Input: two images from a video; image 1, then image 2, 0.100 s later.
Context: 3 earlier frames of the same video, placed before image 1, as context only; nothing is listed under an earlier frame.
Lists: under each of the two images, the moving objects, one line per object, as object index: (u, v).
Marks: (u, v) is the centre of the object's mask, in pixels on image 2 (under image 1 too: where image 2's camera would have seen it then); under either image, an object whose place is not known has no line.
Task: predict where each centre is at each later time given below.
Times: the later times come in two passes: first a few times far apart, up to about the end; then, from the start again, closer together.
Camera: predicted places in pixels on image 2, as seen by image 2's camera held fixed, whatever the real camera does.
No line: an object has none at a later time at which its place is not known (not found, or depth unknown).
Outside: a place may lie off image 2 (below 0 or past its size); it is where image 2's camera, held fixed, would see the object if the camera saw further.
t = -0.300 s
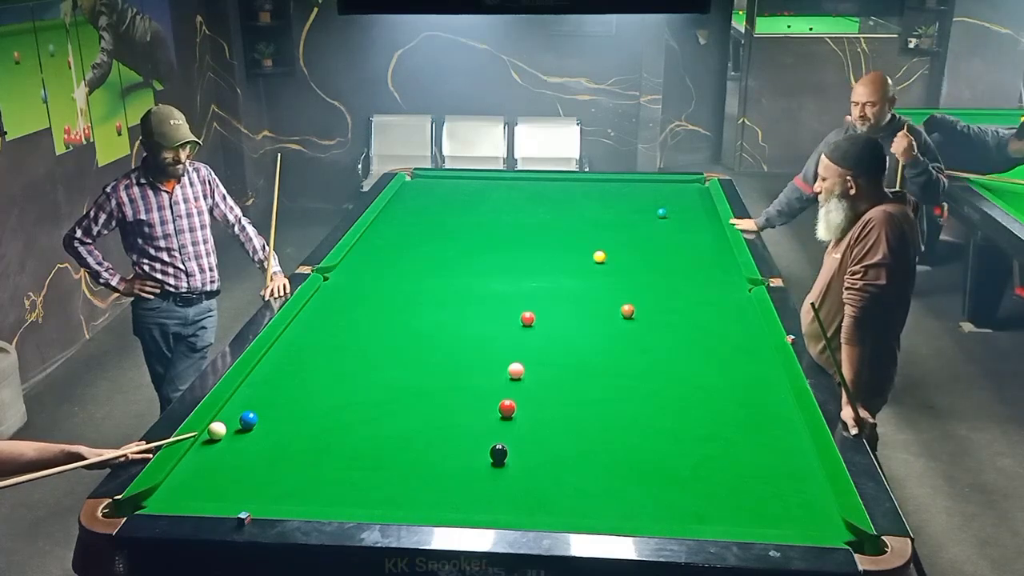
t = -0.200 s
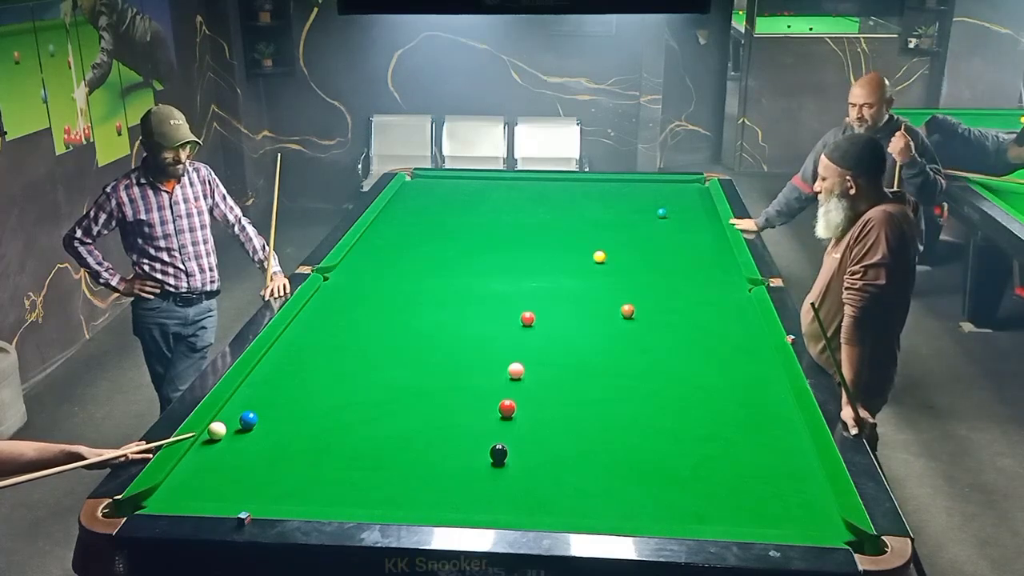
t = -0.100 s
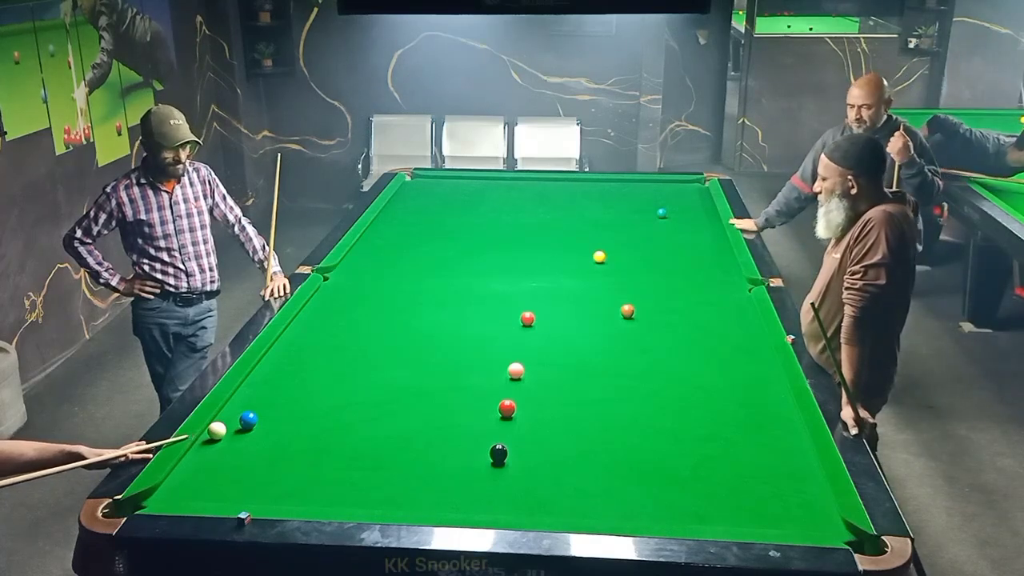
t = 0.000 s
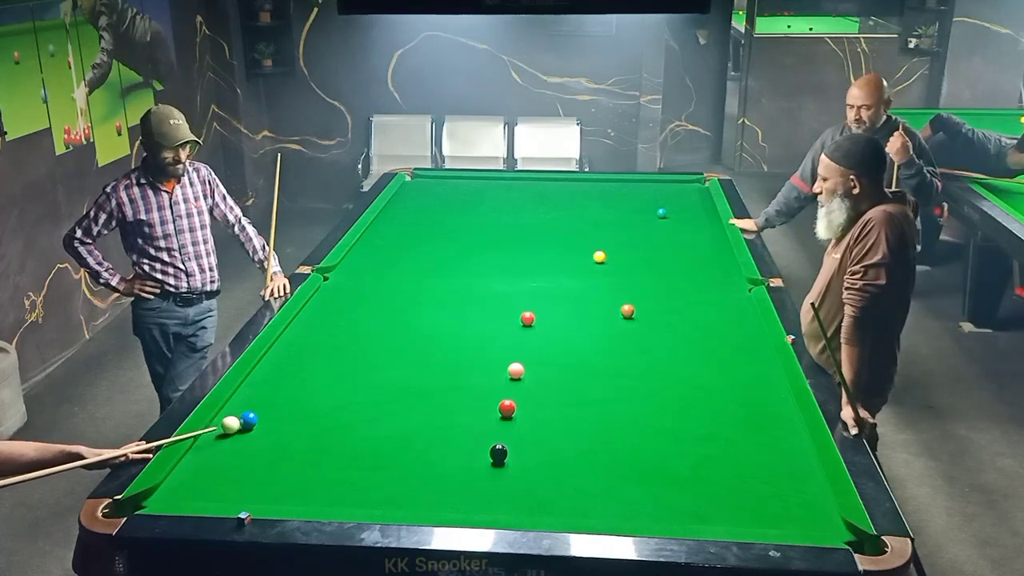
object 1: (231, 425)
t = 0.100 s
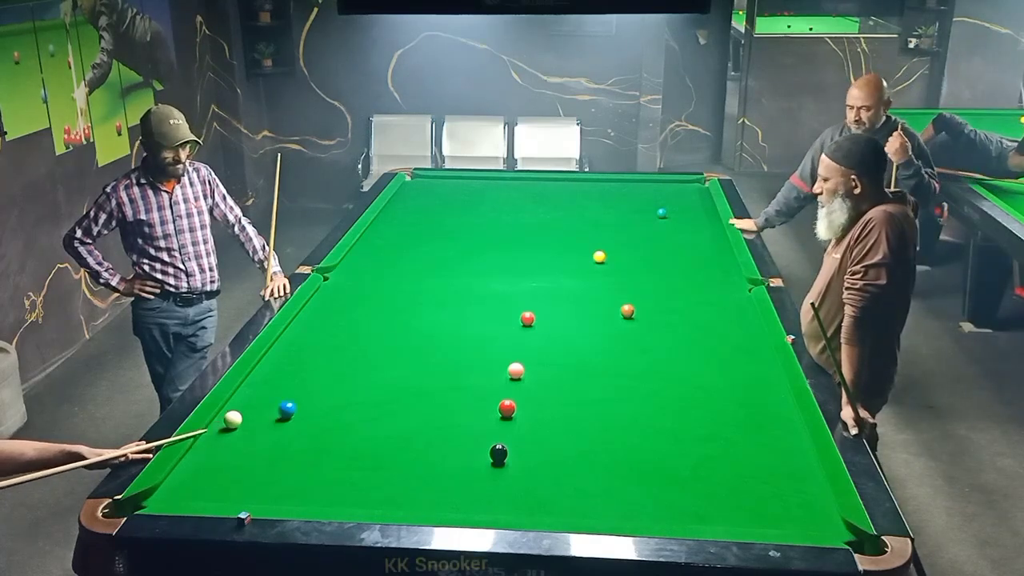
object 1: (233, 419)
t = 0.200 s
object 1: (238, 413)
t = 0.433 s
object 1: (250, 401)
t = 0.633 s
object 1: (259, 391)
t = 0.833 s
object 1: (267, 382)
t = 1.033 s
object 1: (273, 375)
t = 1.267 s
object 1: (280, 366)
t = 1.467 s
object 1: (285, 360)
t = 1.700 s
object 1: (290, 355)
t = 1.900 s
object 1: (294, 350)
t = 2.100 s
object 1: (297, 346)
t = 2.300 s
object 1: (300, 342)
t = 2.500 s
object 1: (302, 339)
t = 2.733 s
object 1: (304, 336)
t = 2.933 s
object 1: (305, 334)
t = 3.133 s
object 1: (306, 333)
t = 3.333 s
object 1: (307, 332)
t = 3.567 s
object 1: (308, 332)
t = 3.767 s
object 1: (308, 332)
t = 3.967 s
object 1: (308, 332)
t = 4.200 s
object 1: (308, 332)
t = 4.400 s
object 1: (308, 332)
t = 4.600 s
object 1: (308, 332)
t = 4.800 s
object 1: (308, 332)
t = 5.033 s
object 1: (308, 332)
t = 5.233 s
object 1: (308, 332)
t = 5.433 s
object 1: (308, 332)
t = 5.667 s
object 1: (308, 332)
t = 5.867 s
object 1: (308, 332)
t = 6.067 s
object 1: (308, 332)
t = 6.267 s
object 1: (308, 332)
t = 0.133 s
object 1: (235, 417)
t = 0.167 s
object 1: (237, 415)
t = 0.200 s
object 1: (238, 413)
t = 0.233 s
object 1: (240, 411)
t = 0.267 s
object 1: (242, 409)
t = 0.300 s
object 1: (243, 408)
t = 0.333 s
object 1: (245, 406)
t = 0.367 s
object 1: (247, 404)
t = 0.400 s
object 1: (248, 402)
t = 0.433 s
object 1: (250, 401)
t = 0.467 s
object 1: (251, 399)
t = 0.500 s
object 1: (253, 397)
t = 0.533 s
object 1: (254, 396)
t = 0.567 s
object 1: (256, 394)
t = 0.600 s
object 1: (257, 392)
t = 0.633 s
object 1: (259, 391)
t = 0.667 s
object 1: (260, 389)
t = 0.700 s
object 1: (261, 388)
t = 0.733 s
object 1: (263, 387)
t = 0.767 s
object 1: (264, 385)
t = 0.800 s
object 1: (265, 384)
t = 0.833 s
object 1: (267, 382)
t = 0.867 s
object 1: (268, 381)
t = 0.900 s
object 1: (269, 380)
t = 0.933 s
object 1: (270, 378)
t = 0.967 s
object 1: (271, 377)
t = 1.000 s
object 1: (272, 376)
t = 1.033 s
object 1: (273, 375)
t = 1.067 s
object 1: (274, 373)
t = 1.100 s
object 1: (275, 372)
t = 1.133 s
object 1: (276, 371)
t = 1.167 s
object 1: (277, 370)
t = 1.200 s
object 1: (278, 369)
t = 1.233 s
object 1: (279, 367)
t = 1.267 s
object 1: (280, 366)
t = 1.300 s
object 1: (281, 365)
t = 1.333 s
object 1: (282, 364)
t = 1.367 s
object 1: (283, 363)
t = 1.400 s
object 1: (284, 362)
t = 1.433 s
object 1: (284, 361)
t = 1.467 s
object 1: (285, 360)
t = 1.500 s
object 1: (286, 359)
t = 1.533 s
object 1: (287, 358)
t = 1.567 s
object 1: (288, 357)
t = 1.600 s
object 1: (288, 356)
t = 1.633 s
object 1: (289, 356)
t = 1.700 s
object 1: (290, 355)
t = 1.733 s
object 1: (291, 354)
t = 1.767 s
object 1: (291, 353)
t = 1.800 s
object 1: (292, 352)
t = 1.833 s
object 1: (293, 351)
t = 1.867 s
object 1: (293, 351)
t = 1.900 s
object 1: (294, 350)
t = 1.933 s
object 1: (294, 349)
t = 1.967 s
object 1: (295, 348)
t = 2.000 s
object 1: (295, 348)
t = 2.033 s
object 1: (296, 347)
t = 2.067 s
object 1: (297, 346)
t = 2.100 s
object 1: (297, 346)
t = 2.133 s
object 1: (298, 345)
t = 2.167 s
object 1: (298, 344)
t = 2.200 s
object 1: (299, 344)
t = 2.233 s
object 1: (299, 343)
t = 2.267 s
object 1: (299, 343)
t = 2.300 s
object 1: (300, 342)
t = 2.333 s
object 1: (300, 342)
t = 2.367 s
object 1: (301, 341)
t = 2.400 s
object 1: (301, 341)
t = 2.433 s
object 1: (301, 340)
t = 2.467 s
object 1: (302, 340)
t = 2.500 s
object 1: (302, 339)
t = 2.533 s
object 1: (302, 339)
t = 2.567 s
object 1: (303, 338)
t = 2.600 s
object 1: (303, 338)
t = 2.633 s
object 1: (303, 337)
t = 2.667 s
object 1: (303, 337)
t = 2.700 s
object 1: (304, 337)
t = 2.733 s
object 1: (304, 336)
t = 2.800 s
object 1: (305, 336)
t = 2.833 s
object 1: (305, 335)
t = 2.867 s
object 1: (305, 335)
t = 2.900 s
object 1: (305, 335)
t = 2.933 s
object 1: (305, 334)
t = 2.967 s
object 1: (305, 334)
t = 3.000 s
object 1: (305, 334)
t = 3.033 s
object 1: (306, 334)
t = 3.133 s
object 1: (306, 333)
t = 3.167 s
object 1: (306, 333)
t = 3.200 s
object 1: (306, 333)
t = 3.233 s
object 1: (307, 332)
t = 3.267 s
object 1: (307, 332)
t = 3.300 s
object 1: (307, 332)
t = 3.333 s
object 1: (307, 332)
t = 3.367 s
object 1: (307, 332)
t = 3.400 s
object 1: (307, 332)
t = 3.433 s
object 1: (307, 332)
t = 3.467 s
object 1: (308, 332)
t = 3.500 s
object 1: (308, 332)
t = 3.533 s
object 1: (308, 332)
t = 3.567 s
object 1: (308, 332)
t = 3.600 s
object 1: (308, 331)
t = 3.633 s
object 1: (308, 332)
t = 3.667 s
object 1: (308, 331)
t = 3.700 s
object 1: (308, 332)
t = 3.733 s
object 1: (308, 332)
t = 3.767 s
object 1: (308, 332)
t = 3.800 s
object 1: (308, 332)
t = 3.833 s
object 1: (308, 332)
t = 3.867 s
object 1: (308, 332)
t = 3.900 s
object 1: (308, 332)
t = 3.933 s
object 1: (308, 332)
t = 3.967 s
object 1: (308, 332)
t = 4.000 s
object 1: (308, 332)
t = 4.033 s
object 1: (308, 332)
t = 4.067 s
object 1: (308, 332)
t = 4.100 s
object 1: (308, 332)
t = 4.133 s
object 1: (308, 332)
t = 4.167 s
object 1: (308, 332)
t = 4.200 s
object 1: (308, 332)
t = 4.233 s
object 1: (308, 332)
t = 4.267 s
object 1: (308, 332)
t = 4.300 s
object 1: (308, 332)
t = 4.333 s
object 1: (308, 332)
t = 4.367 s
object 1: (308, 332)
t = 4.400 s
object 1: (308, 332)
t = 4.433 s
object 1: (308, 332)
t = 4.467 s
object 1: (308, 332)
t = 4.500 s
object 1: (308, 332)
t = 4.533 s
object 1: (308, 332)
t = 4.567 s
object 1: (308, 332)
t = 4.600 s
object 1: (308, 332)
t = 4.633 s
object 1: (308, 332)
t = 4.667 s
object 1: (308, 332)
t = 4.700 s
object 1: (308, 332)
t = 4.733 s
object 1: (308, 332)
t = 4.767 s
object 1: (308, 332)
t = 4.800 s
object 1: (308, 332)
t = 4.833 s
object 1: (308, 332)
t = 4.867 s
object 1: (308, 332)
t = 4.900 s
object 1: (308, 332)
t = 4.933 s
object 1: (308, 332)
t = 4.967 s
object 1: (308, 332)
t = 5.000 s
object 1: (308, 332)
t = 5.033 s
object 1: (308, 332)
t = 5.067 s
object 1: (308, 332)
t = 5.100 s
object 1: (308, 332)
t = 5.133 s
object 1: (308, 332)
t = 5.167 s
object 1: (308, 332)
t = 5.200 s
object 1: (308, 332)
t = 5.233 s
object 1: (308, 332)
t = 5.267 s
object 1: (308, 332)
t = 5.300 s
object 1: (308, 332)
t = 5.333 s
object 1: (308, 332)
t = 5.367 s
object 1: (308, 332)
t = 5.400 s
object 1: (308, 332)
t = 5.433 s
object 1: (308, 332)
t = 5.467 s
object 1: (308, 332)
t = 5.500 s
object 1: (308, 332)
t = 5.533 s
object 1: (308, 332)
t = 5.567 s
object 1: (308, 332)
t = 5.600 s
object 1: (308, 332)
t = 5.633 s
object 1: (308, 332)
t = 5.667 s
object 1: (308, 332)
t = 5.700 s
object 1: (308, 332)
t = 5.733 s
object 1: (308, 332)
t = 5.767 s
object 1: (308, 332)
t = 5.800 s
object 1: (308, 332)
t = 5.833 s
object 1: (308, 332)
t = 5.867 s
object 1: (308, 332)
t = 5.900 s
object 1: (308, 332)
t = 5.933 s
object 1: (308, 332)
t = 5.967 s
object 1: (308, 332)
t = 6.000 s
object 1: (308, 332)
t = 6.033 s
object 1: (308, 332)
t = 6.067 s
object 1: (308, 332)
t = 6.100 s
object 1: (308, 332)
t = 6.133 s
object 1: (308, 332)
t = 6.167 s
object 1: (308, 332)
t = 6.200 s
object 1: (308, 332)
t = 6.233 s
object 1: (308, 332)
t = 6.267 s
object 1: (308, 332)
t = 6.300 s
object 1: (308, 332)
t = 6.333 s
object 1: (308, 332)
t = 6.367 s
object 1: (308, 332)
